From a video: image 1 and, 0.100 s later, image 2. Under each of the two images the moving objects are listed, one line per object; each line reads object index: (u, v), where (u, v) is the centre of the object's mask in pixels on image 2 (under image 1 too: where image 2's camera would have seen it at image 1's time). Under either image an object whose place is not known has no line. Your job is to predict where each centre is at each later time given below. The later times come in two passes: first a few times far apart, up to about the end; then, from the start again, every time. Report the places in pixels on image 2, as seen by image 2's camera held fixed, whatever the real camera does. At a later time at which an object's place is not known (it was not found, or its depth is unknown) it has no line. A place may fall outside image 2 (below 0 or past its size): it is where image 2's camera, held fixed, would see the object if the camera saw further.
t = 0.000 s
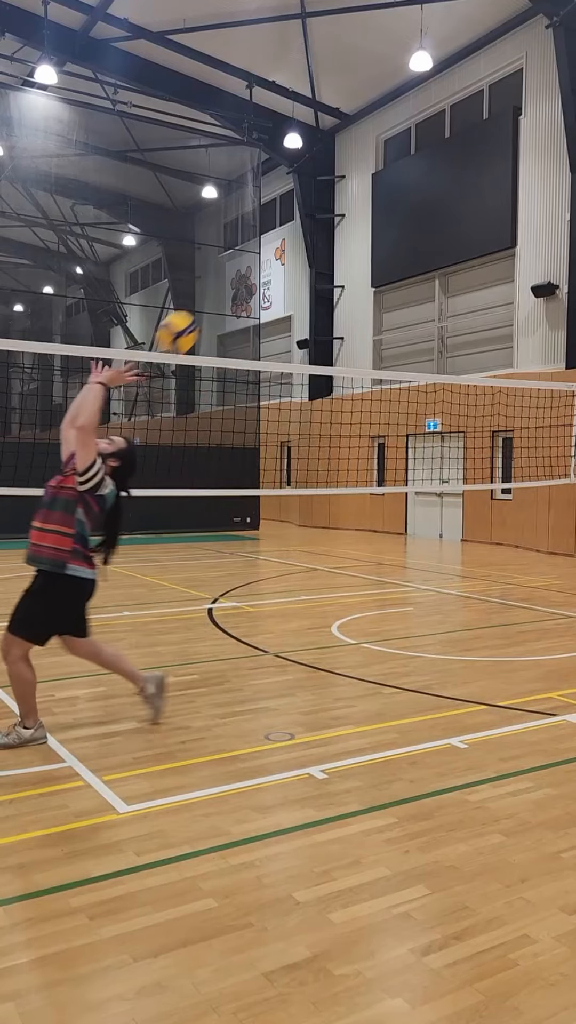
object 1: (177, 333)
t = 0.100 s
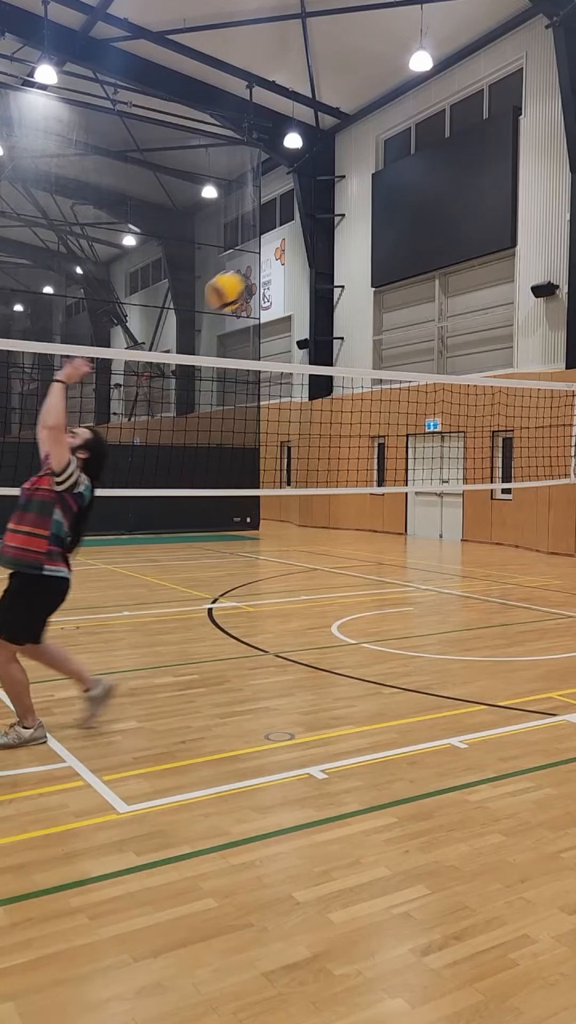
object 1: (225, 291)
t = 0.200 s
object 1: (271, 267)
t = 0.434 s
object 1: (366, 278)
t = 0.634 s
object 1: (433, 345)
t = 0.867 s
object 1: (499, 480)
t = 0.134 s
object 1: (240, 281)
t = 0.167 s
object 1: (254, 274)
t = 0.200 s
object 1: (271, 267)
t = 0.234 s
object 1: (287, 263)
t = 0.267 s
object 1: (302, 261)
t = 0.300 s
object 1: (314, 262)
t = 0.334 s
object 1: (325, 263)
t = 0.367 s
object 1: (338, 266)
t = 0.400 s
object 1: (352, 271)
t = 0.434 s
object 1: (366, 278)
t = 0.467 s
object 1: (378, 286)
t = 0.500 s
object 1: (389, 294)
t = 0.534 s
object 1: (400, 305)
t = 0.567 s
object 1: (411, 316)
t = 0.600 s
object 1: (423, 331)
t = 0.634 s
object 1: (433, 345)
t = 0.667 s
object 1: (443, 361)
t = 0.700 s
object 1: (453, 378)
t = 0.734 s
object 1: (462, 397)
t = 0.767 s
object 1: (472, 414)
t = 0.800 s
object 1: (481, 434)
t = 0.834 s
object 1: (491, 456)
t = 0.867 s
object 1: (499, 480)
